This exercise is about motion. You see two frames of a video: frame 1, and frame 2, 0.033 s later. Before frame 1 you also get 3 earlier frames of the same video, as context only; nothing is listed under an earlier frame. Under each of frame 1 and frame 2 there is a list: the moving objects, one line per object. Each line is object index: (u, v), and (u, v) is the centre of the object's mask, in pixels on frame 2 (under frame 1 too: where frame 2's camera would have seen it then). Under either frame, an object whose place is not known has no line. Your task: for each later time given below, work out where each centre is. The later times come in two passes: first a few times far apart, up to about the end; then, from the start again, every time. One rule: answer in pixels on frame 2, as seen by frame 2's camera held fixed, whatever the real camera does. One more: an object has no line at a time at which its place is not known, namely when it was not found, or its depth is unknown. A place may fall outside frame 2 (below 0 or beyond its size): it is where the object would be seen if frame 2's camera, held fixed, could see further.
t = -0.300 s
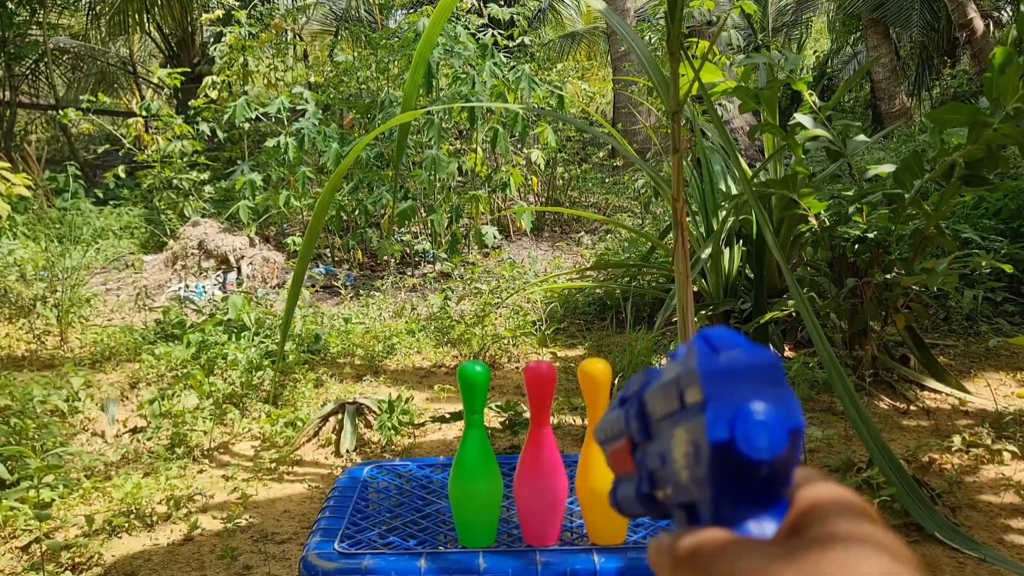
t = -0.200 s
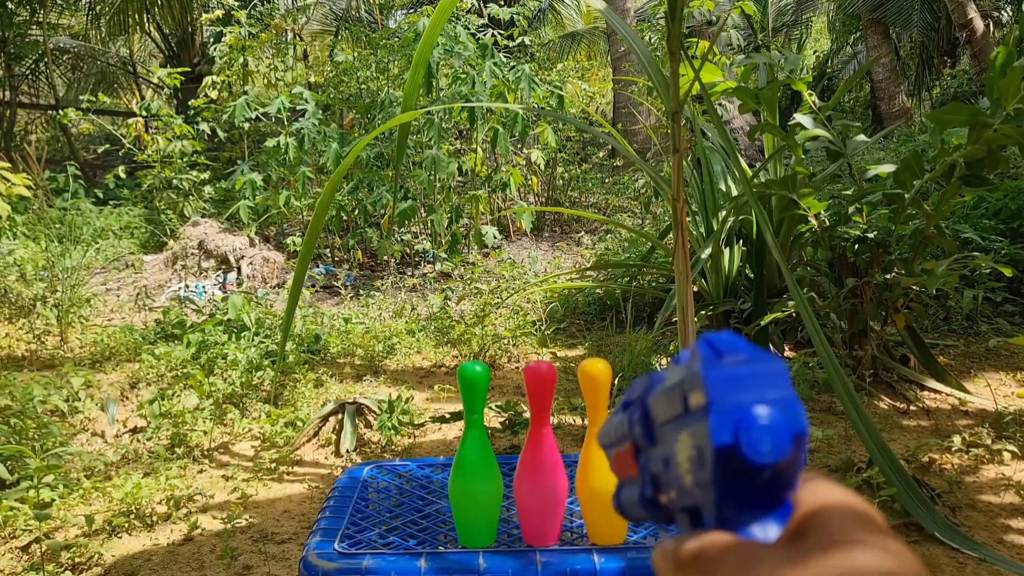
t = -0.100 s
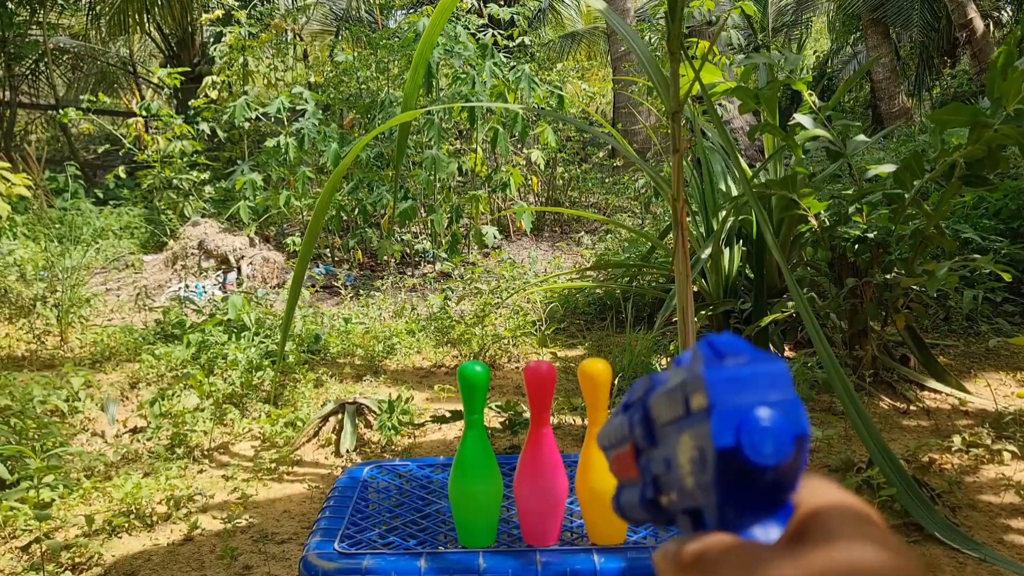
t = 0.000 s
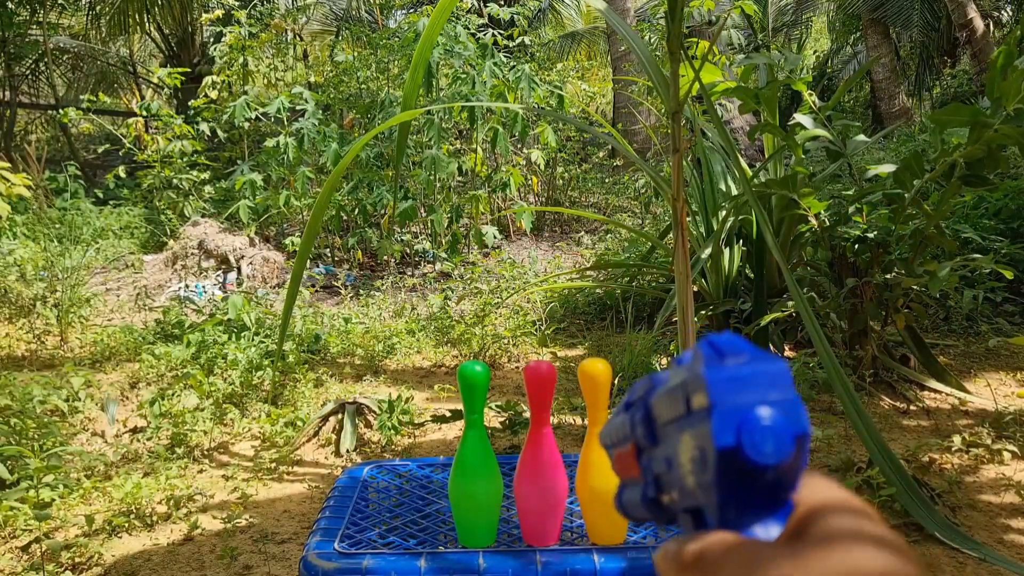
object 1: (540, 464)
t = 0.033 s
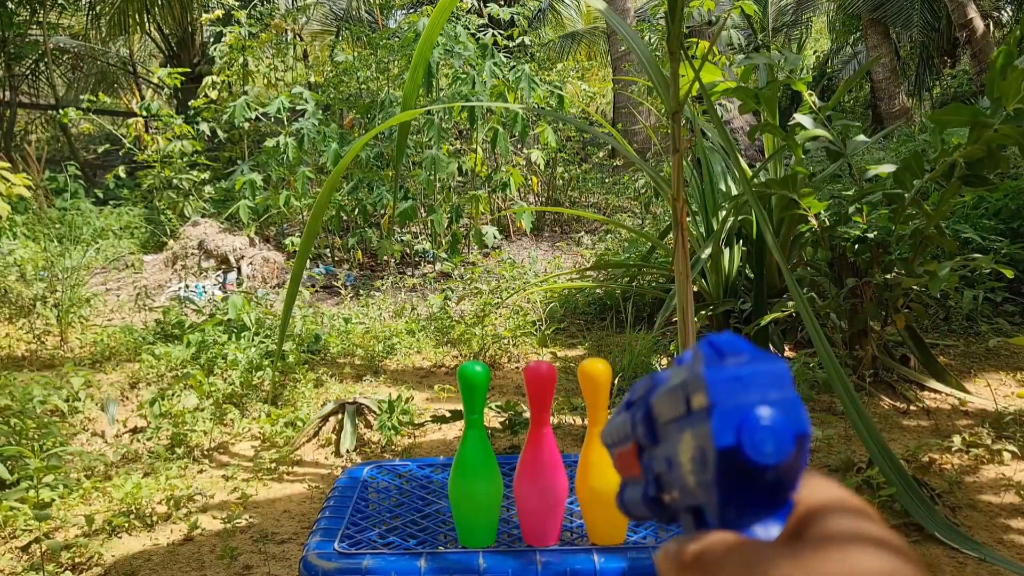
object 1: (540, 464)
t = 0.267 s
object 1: (541, 464)
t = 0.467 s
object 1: (543, 450)
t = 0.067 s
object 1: (541, 464)
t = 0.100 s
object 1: (541, 464)
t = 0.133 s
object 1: (541, 464)
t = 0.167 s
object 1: (541, 464)
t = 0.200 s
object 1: (541, 464)
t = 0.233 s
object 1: (540, 464)
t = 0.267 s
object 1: (541, 464)
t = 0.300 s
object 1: (541, 463)
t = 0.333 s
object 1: (541, 457)
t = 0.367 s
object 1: (542, 452)
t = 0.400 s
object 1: (542, 451)
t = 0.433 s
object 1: (543, 449)
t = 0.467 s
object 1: (543, 450)
